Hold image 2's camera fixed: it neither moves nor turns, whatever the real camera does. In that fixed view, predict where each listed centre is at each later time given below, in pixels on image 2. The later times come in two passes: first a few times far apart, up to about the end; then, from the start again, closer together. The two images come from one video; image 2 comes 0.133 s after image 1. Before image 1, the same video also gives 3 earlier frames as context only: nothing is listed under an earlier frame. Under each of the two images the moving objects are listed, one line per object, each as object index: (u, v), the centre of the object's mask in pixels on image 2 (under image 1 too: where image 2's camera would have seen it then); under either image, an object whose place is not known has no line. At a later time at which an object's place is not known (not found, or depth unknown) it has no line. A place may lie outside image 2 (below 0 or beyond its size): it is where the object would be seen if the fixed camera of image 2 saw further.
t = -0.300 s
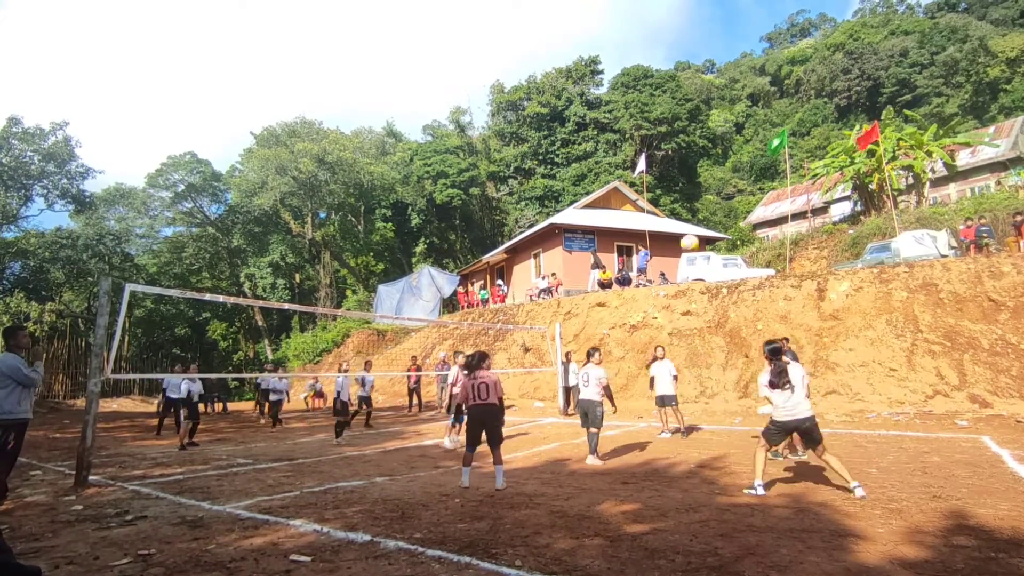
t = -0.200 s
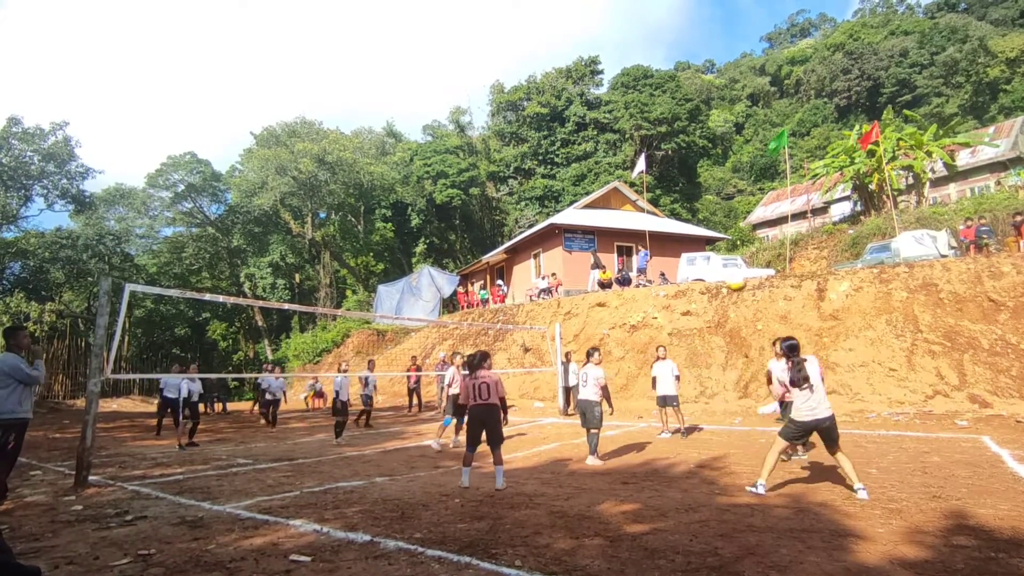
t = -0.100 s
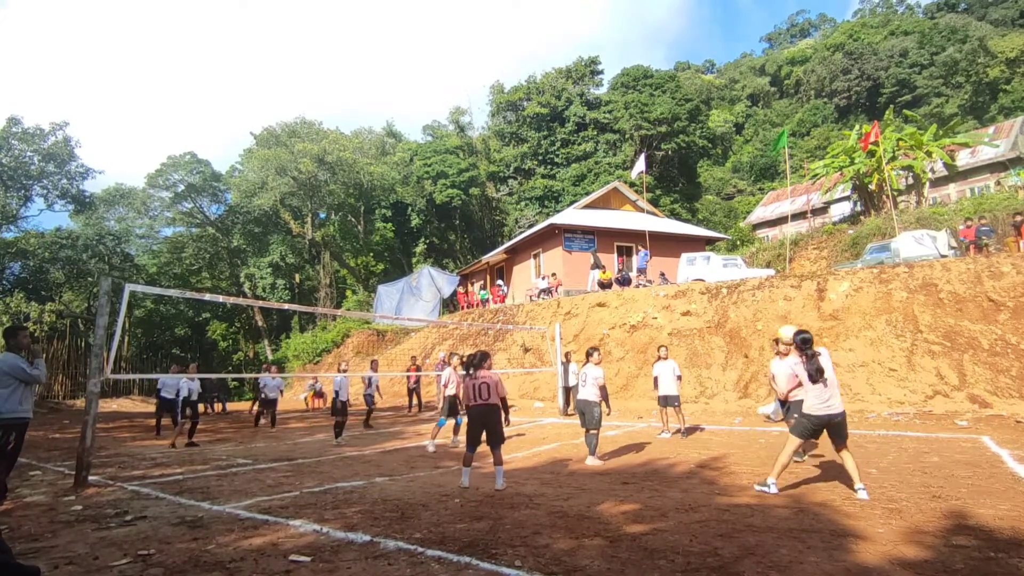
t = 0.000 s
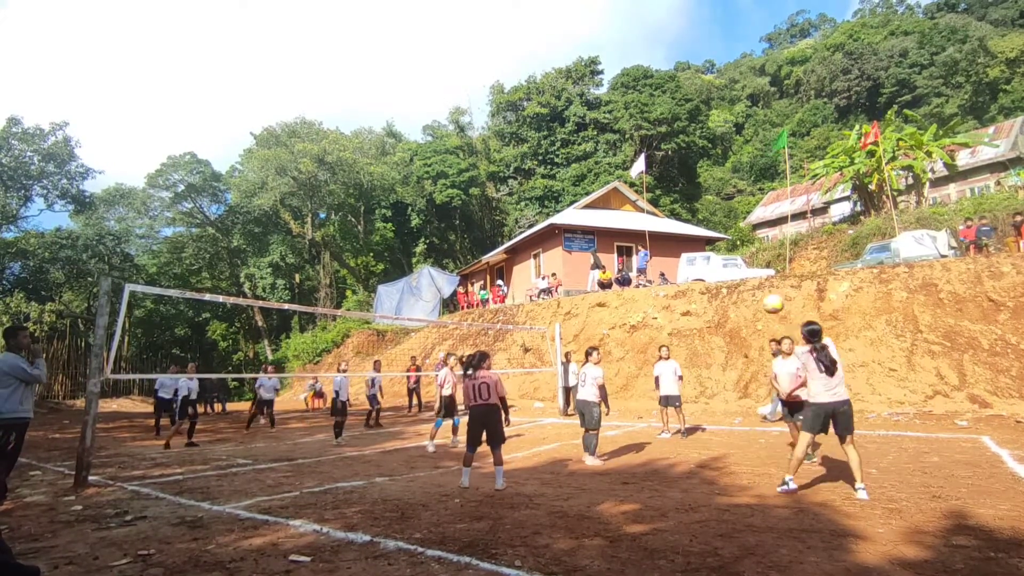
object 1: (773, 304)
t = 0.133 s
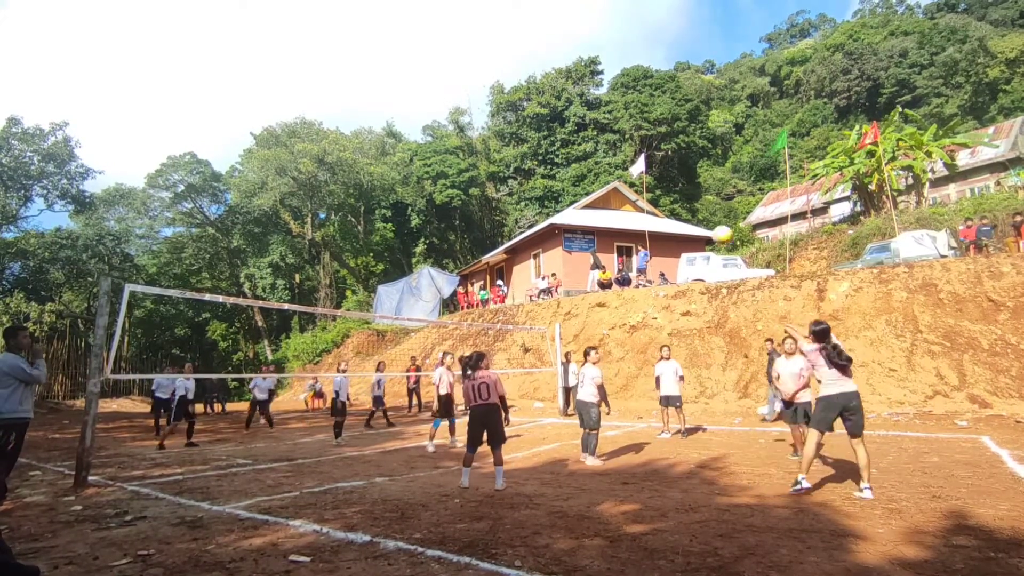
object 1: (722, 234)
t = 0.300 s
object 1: (667, 179)
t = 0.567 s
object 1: (593, 145)
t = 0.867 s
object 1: (523, 172)
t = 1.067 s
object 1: (481, 225)
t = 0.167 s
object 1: (710, 221)
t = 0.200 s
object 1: (699, 209)
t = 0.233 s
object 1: (689, 198)
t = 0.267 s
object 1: (677, 188)
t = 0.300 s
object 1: (667, 179)
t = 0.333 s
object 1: (657, 171)
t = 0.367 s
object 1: (649, 165)
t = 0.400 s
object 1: (638, 159)
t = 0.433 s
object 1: (628, 154)
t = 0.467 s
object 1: (619, 150)
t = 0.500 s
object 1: (610, 147)
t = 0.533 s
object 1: (602, 145)
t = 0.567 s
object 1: (593, 145)
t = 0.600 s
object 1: (585, 145)
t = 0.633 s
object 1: (577, 145)
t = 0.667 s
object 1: (569, 147)
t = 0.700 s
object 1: (561, 149)
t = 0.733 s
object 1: (553, 152)
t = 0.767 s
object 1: (546, 155)
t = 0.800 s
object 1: (538, 160)
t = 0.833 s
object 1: (530, 165)
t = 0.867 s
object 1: (523, 172)
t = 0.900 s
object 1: (517, 179)
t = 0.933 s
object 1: (508, 187)
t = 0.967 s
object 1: (501, 194)
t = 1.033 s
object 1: (488, 214)
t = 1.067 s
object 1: (481, 225)
